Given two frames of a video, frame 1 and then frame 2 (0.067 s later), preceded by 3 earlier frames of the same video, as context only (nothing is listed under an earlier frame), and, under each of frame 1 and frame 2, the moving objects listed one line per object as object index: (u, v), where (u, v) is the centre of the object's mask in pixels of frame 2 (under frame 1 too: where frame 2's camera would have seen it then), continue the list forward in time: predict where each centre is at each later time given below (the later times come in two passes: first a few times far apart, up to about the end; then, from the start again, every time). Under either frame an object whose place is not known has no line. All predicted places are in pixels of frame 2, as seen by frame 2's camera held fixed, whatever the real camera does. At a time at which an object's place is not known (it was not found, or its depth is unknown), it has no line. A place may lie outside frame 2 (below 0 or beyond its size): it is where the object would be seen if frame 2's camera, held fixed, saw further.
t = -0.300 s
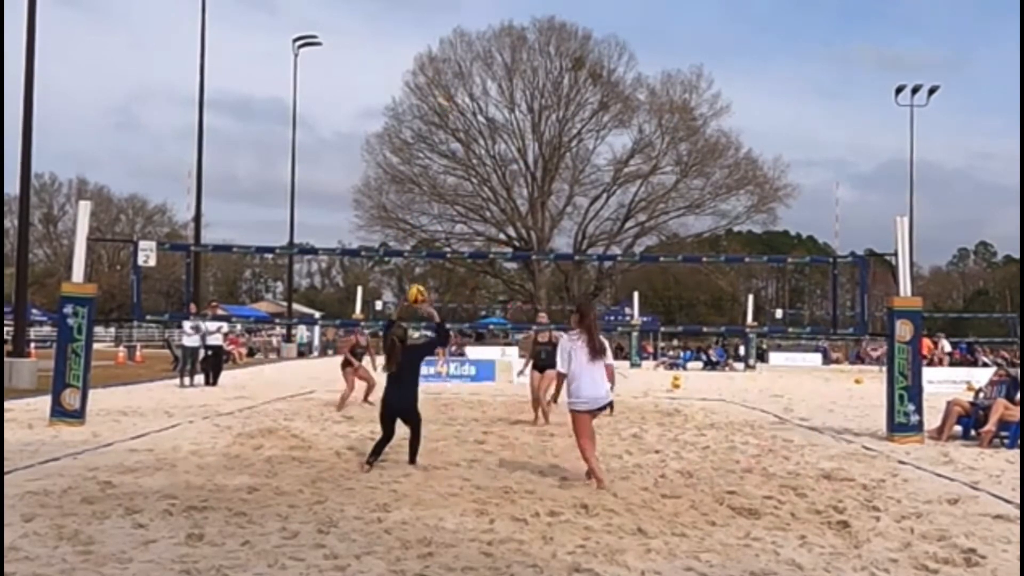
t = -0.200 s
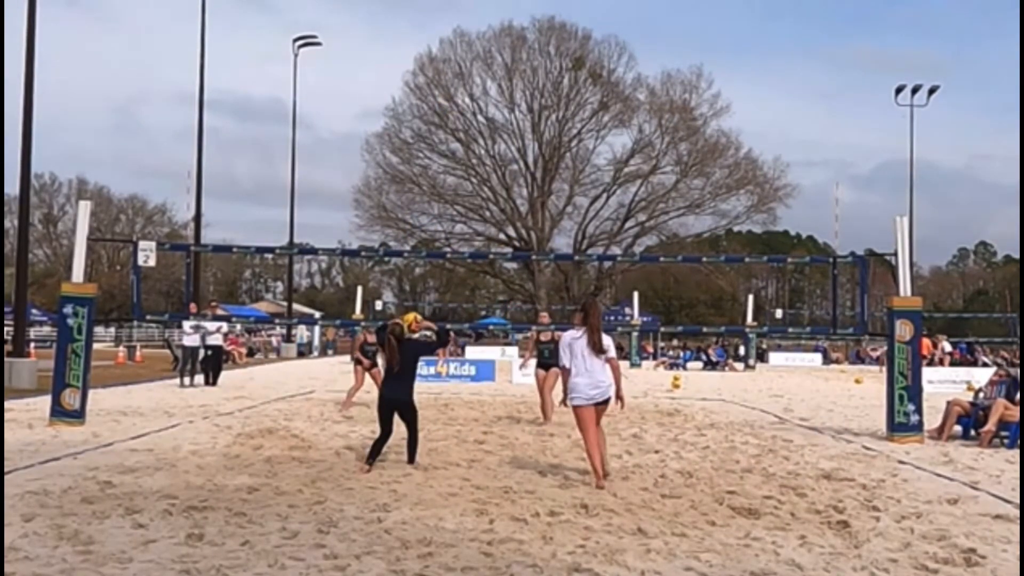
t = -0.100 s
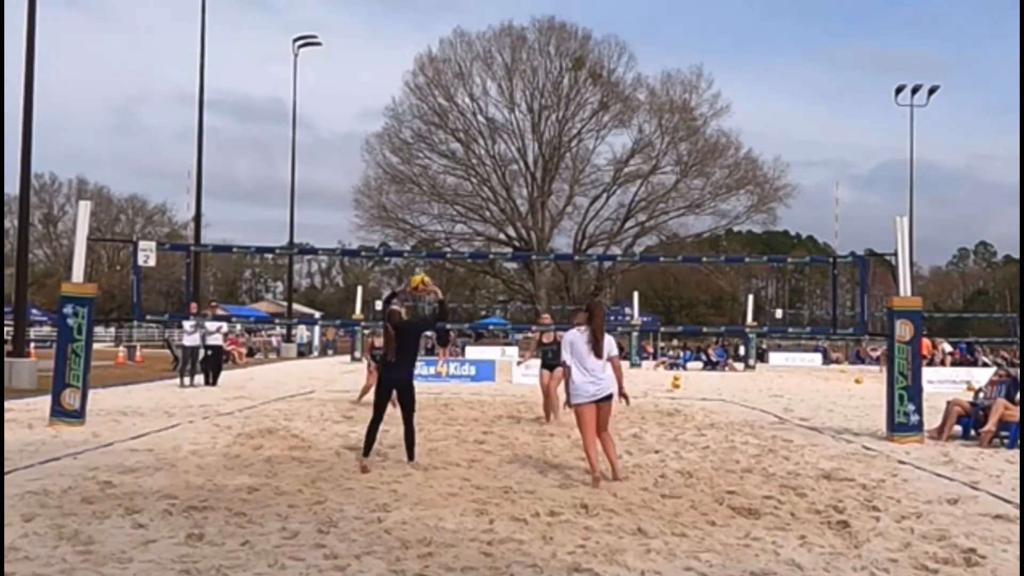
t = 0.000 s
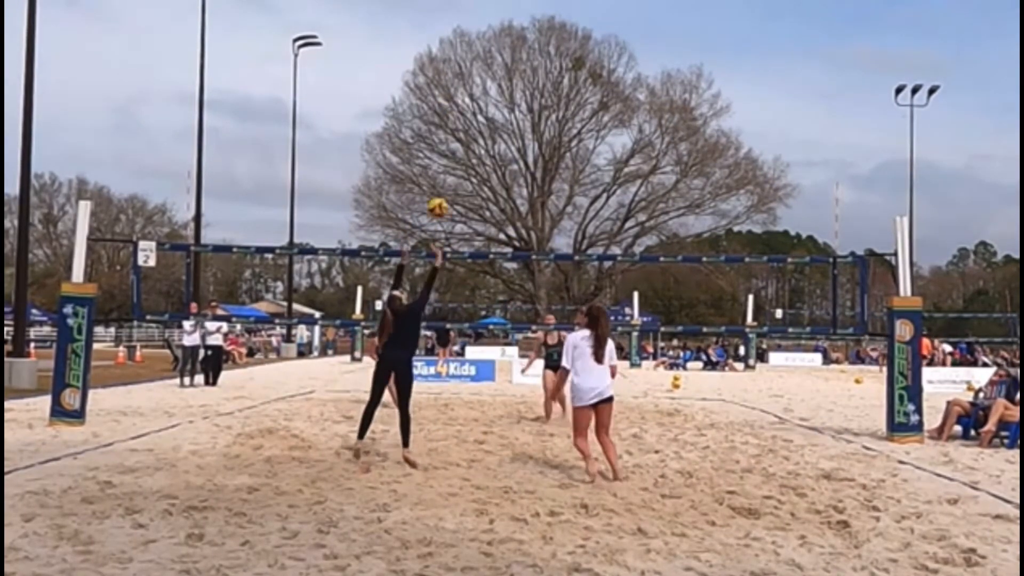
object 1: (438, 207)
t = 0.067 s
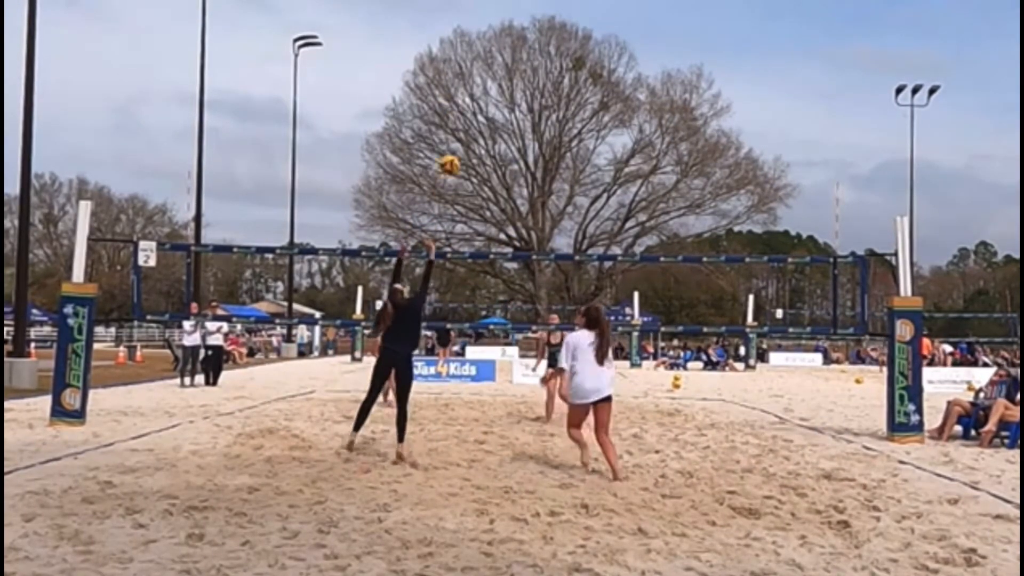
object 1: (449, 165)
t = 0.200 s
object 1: (470, 95)
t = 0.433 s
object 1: (503, 22)
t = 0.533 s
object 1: (517, 9)
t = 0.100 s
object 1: (455, 145)
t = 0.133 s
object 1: (459, 128)
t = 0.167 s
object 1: (466, 111)
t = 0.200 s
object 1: (470, 95)
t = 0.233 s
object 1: (475, 82)
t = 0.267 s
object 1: (479, 68)
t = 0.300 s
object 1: (486, 57)
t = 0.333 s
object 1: (490, 47)
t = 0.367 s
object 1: (494, 37)
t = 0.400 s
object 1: (499, 29)
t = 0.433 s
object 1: (503, 22)
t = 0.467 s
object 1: (508, 17)
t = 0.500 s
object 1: (512, 12)
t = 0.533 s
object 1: (517, 9)
